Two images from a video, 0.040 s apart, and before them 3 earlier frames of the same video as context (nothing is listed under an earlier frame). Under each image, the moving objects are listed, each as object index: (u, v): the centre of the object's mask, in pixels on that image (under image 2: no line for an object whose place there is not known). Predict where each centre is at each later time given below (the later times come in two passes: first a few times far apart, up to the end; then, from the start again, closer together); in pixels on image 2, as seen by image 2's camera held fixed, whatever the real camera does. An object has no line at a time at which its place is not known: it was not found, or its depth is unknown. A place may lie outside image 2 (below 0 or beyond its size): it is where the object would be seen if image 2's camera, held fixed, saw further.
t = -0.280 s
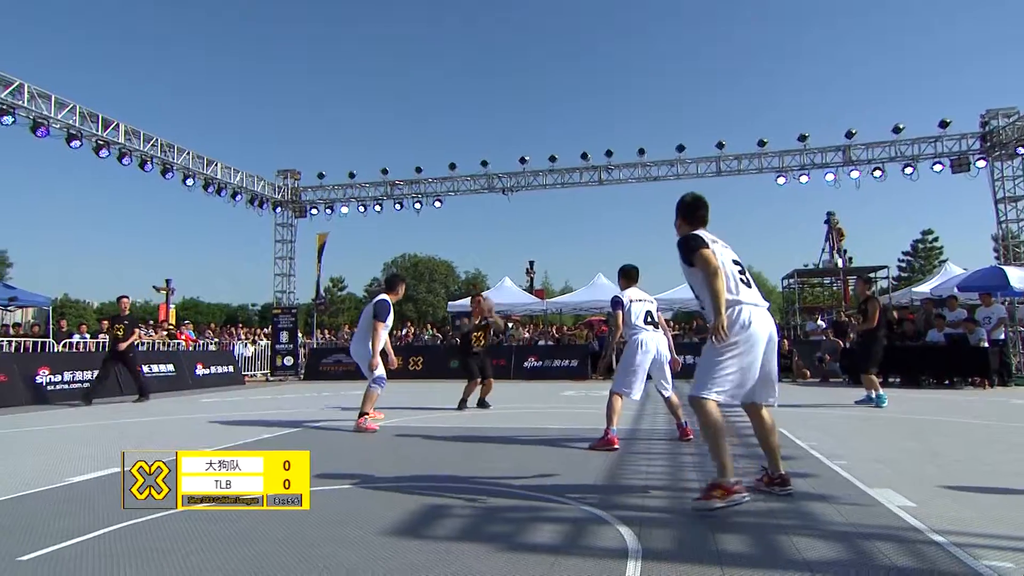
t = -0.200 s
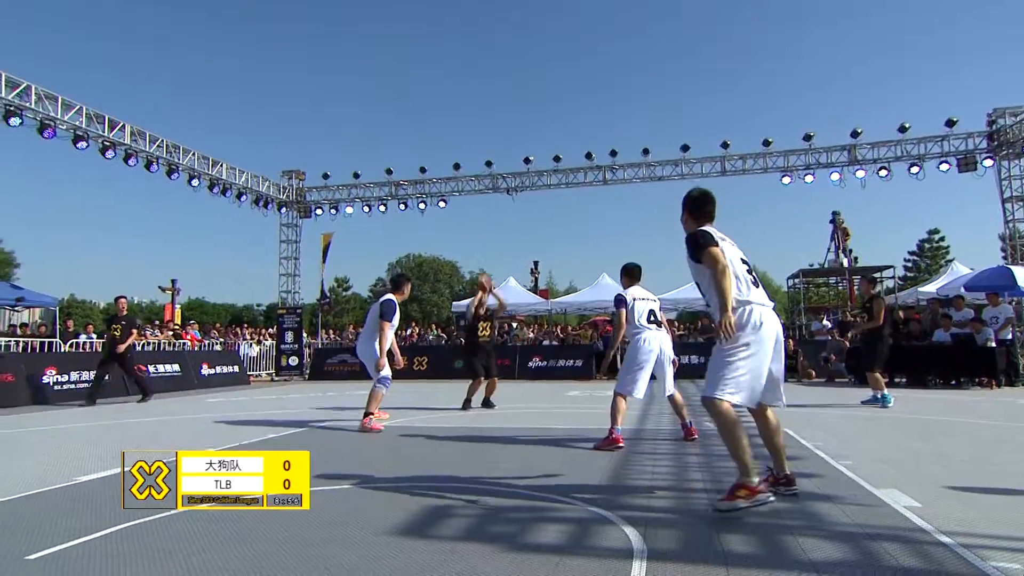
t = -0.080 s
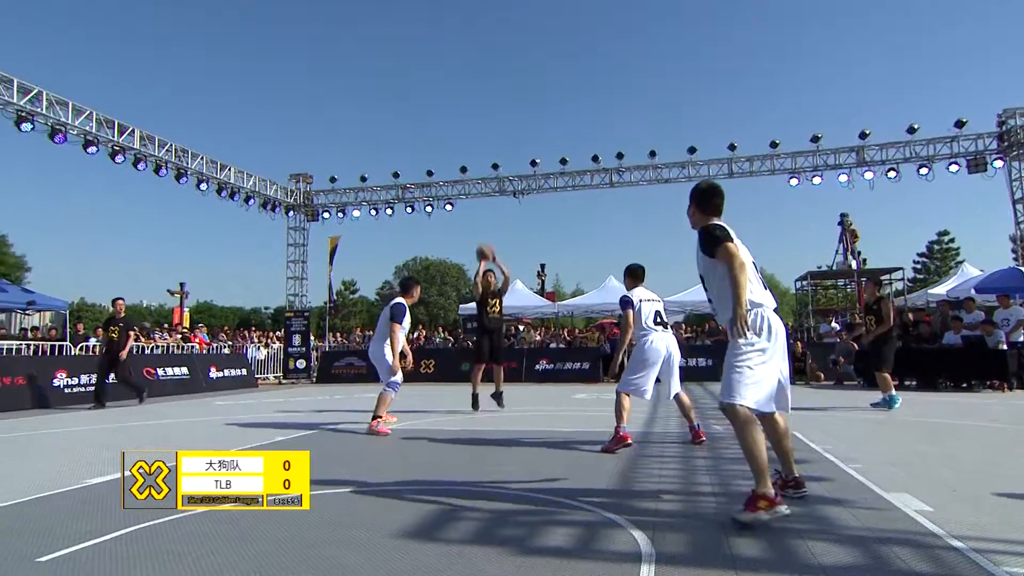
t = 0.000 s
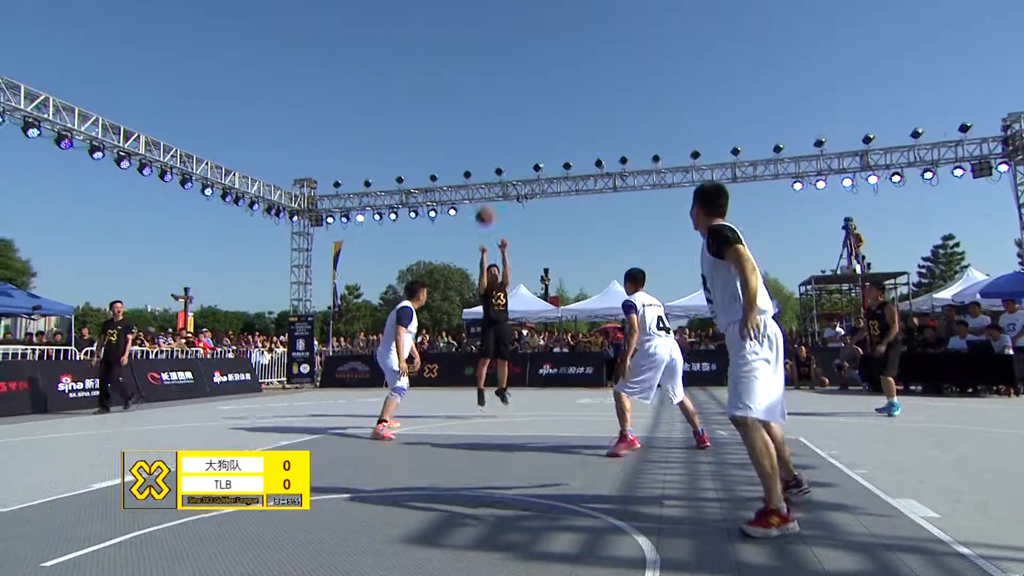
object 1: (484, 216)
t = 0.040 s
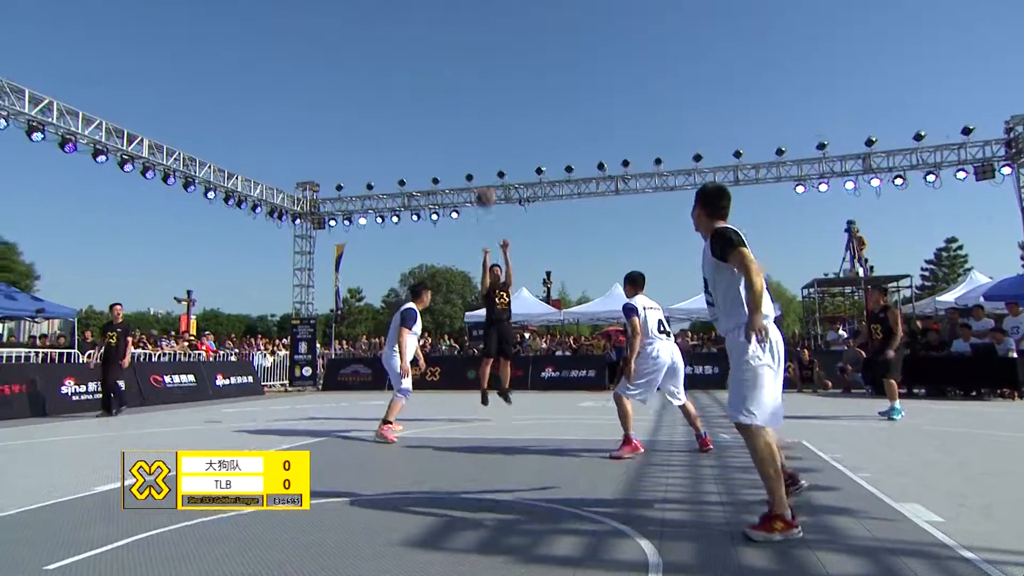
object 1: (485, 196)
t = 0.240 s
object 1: (473, 100)
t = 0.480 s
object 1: (456, -1)
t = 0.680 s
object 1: (434, -67)
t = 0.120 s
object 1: (480, 156)
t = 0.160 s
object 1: (477, 137)
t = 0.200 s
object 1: (475, 119)
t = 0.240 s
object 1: (473, 100)
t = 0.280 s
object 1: (471, 83)
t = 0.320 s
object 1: (469, 64)
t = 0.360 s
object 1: (466, 47)
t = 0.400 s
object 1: (463, 30)
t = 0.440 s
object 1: (460, 14)
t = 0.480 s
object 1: (456, -1)
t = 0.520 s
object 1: (453, -15)
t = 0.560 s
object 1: (449, -29)
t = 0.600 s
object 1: (444, -43)
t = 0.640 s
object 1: (438, -55)
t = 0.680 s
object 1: (434, -67)
